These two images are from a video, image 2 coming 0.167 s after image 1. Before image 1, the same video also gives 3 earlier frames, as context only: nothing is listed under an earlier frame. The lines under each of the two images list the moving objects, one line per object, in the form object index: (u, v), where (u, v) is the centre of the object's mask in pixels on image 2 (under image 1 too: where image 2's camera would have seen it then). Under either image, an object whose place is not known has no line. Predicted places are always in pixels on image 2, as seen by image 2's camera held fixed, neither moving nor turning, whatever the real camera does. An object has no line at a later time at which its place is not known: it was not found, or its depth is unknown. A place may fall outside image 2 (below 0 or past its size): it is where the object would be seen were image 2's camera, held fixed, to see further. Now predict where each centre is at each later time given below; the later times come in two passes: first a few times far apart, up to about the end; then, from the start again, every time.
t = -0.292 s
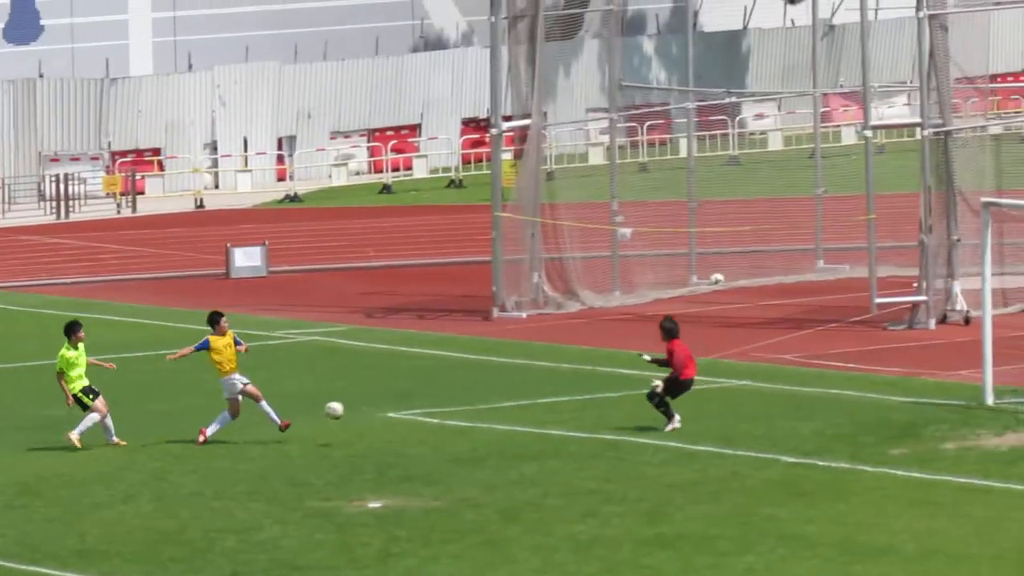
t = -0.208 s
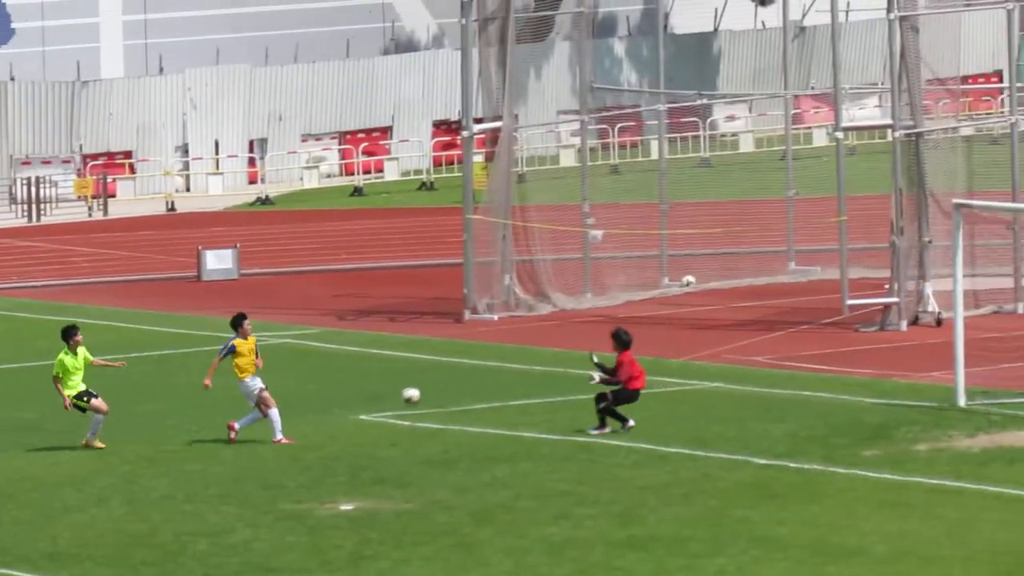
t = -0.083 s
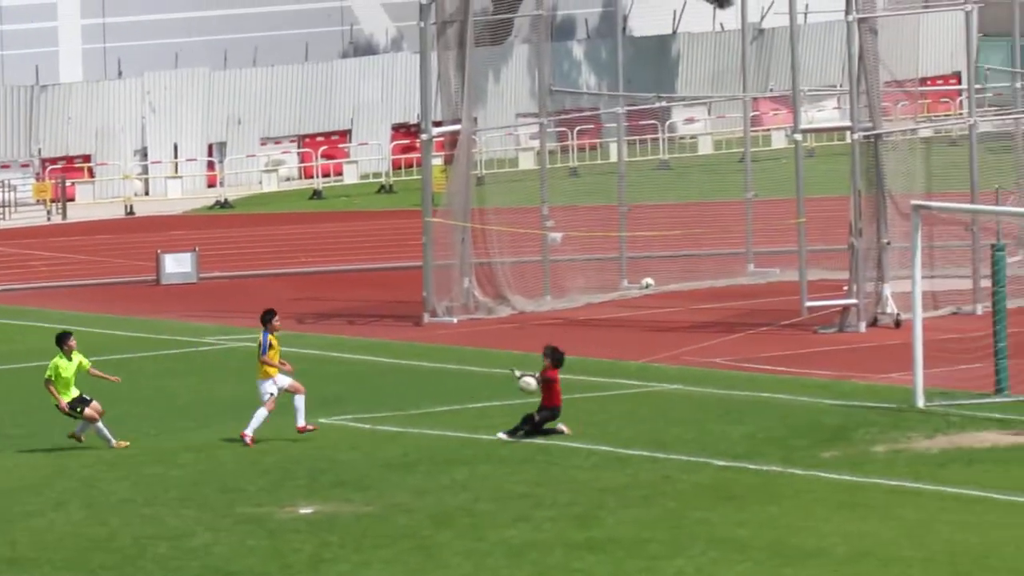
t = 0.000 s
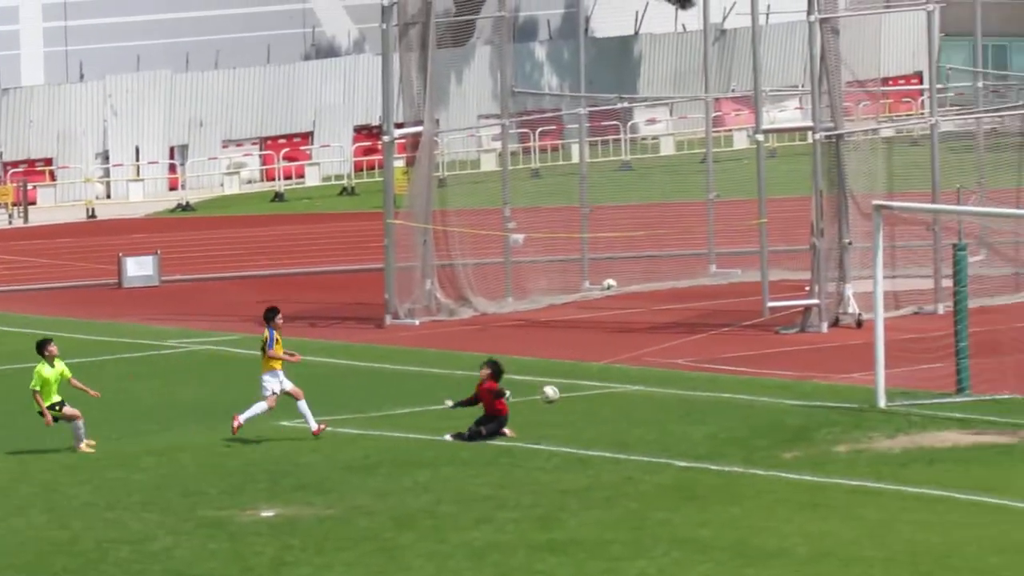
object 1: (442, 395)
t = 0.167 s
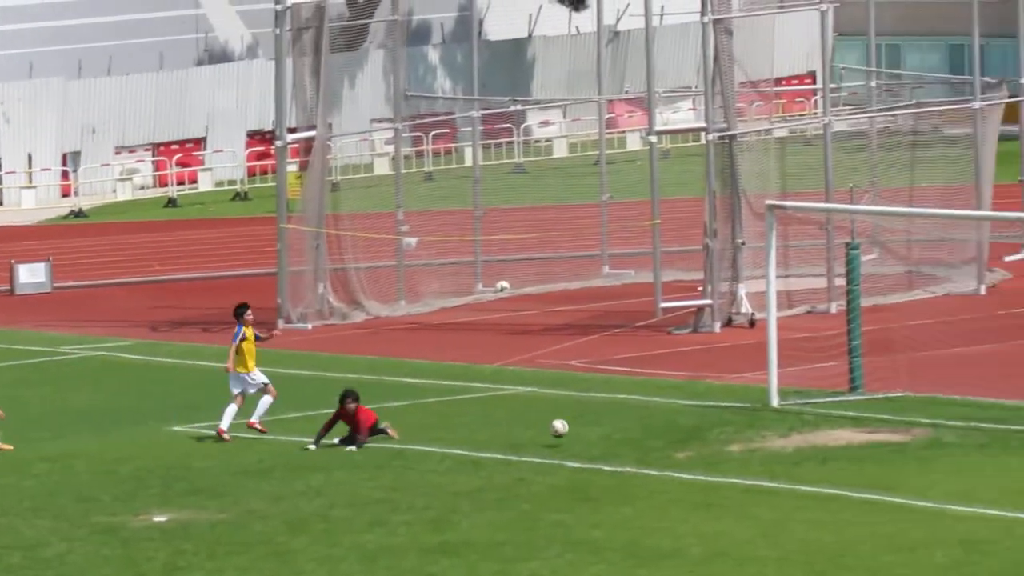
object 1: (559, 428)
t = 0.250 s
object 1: (601, 429)
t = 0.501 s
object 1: (671, 400)
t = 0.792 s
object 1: (757, 433)
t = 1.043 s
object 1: (833, 416)
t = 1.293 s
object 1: (908, 432)
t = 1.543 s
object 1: (982, 424)
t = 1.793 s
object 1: (1056, 425)
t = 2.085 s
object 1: (1142, 430)
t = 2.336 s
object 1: (1215, 435)
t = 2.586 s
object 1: (1291, 438)
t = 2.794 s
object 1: (1353, 440)
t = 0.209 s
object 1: (588, 437)
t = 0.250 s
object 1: (601, 429)
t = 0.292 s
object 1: (612, 421)
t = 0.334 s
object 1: (624, 414)
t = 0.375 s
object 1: (637, 408)
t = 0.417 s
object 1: (649, 404)
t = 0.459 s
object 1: (660, 402)
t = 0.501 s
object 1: (671, 400)
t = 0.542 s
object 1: (684, 399)
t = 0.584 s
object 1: (696, 402)
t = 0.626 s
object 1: (708, 406)
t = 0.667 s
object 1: (720, 409)
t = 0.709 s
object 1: (733, 415)
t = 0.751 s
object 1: (745, 424)
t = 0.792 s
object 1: (757, 433)
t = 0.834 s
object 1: (770, 435)
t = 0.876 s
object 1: (783, 428)
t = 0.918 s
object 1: (795, 422)
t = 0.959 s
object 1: (807, 419)
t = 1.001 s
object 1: (820, 417)
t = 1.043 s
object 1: (833, 416)
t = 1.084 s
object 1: (846, 417)
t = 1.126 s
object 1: (858, 419)
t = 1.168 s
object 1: (871, 423)
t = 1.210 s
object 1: (883, 429)
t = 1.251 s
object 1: (896, 434)
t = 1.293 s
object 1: (908, 432)
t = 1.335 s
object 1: (920, 427)
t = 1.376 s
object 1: (933, 423)
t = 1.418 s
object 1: (946, 420)
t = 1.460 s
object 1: (958, 421)
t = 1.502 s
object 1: (970, 421)
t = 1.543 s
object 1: (982, 424)
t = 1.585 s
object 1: (995, 428)
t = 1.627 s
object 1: (1008, 432)
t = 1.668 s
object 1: (1020, 430)
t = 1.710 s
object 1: (1032, 426)
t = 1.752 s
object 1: (1044, 425)
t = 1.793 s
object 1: (1056, 425)
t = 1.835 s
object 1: (1068, 426)
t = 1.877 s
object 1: (1080, 429)
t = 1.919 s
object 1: (1092, 433)
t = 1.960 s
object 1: (1105, 431)
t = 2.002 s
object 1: (1117, 429)
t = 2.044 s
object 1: (1129, 429)
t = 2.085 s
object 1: (1142, 430)
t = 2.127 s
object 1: (1153, 432)
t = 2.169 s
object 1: (1167, 435)
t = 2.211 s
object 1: (1179, 434)
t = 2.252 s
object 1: (1190, 432)
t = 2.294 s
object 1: (1203, 433)
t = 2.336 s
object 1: (1215, 435)
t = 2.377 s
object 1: (1227, 436)
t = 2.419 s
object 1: (1241, 436)
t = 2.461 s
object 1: (1253, 436)
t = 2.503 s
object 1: (1267, 438)
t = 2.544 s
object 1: (1280, 438)
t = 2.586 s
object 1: (1291, 438)
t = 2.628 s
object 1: (1303, 439)
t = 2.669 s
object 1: (1316, 439)
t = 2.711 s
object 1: (1328, 439)
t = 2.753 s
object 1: (1340, 440)
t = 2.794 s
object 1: (1353, 440)
